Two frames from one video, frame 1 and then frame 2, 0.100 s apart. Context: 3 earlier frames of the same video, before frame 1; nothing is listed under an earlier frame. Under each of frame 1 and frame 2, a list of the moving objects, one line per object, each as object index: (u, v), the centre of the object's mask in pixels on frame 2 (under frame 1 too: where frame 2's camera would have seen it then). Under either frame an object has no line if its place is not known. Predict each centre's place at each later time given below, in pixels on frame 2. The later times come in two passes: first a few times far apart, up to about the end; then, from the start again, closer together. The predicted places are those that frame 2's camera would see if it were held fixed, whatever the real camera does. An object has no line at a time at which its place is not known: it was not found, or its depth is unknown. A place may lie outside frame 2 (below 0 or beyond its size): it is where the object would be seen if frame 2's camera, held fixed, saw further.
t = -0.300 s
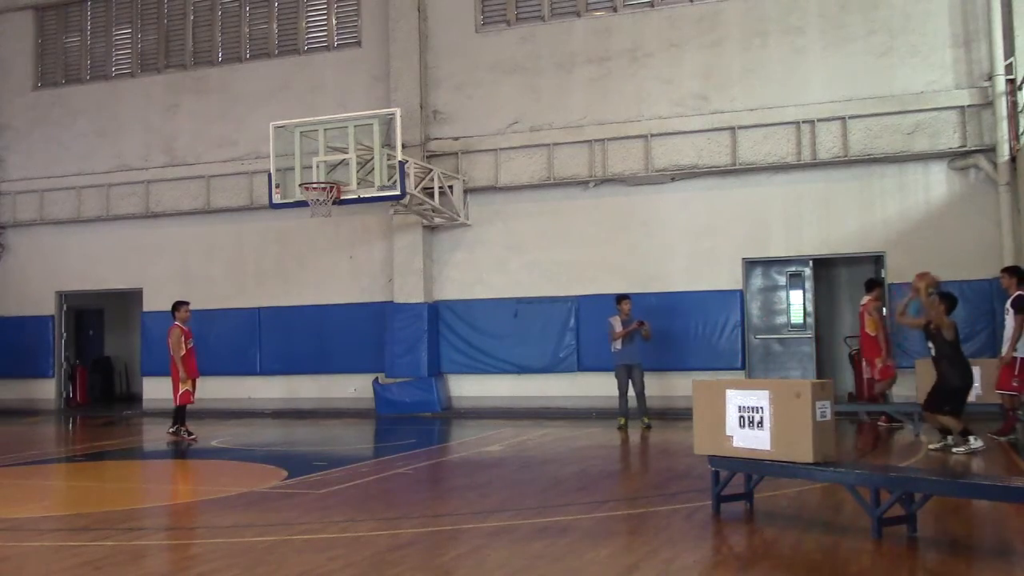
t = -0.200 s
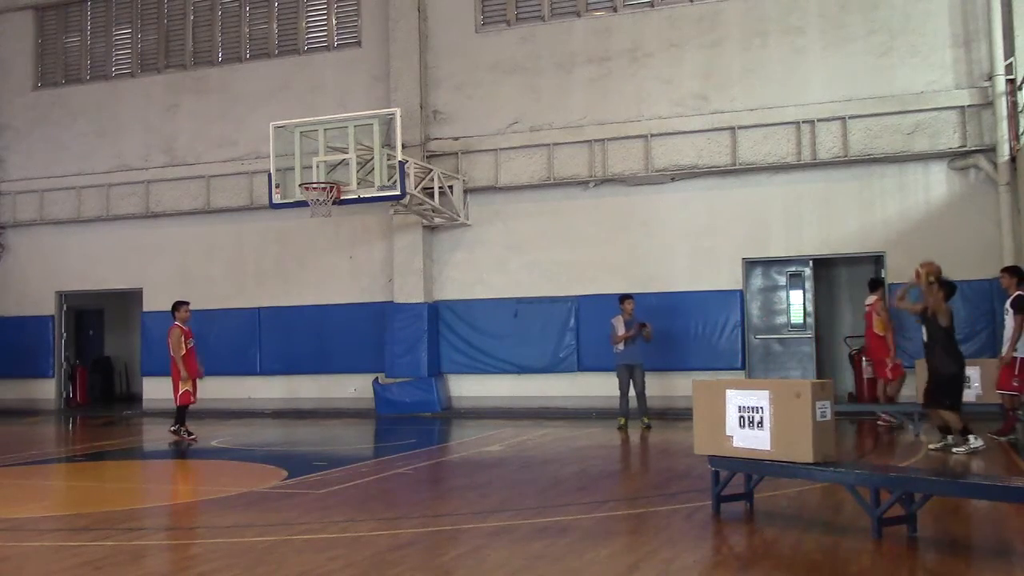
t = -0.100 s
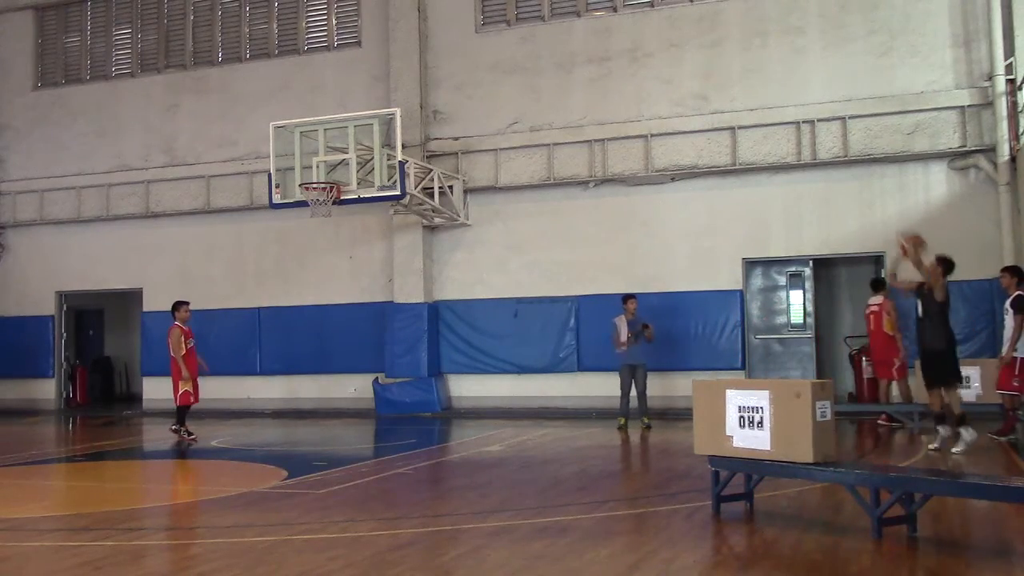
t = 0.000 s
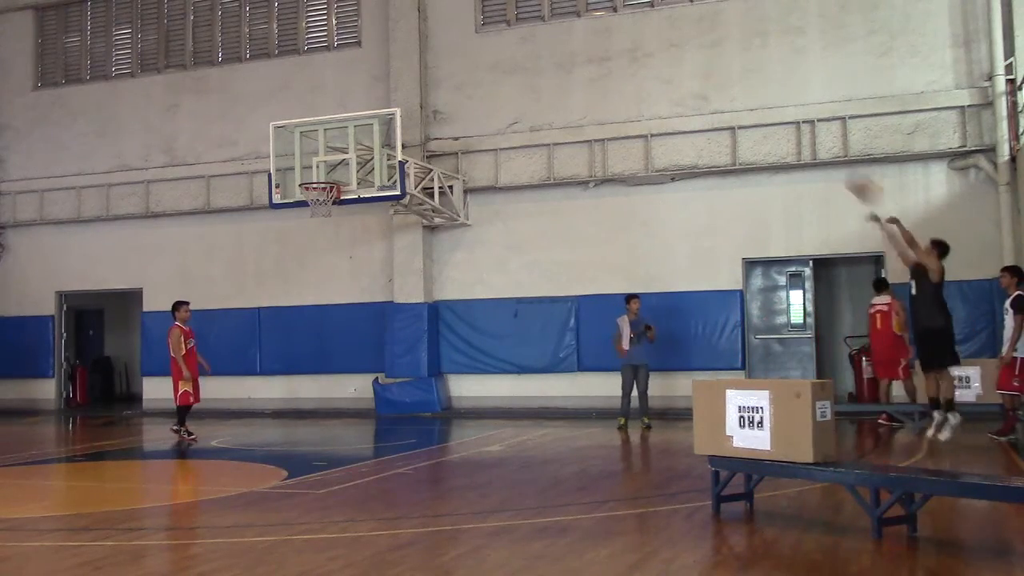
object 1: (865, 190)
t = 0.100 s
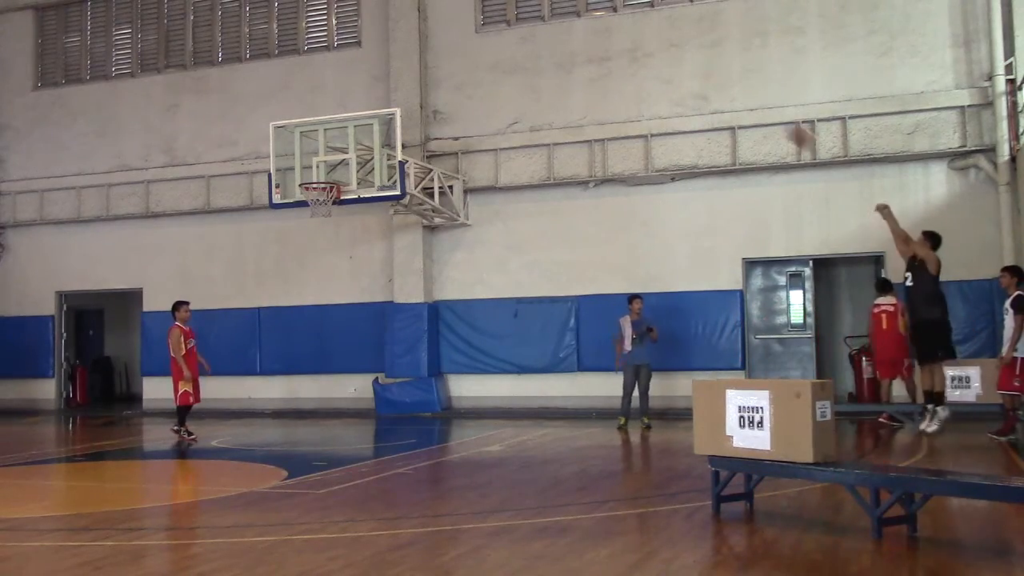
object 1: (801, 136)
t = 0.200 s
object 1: (743, 95)
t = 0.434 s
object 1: (623, 44)
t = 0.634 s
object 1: (529, 41)
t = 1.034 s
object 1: (366, 130)
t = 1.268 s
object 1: (310, 196)
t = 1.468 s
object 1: (322, 205)
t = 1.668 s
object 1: (324, 223)
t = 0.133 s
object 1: (781, 121)
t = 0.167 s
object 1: (762, 107)
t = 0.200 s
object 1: (743, 95)
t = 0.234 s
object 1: (726, 84)
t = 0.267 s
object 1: (709, 74)
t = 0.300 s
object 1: (692, 67)
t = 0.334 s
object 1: (674, 59)
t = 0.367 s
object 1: (655, 53)
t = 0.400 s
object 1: (639, 48)
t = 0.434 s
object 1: (623, 44)
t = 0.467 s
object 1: (607, 40)
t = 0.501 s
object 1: (592, 38)
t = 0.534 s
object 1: (575, 36)
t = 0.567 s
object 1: (561, 37)
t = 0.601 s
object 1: (545, 38)
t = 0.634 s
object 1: (529, 41)
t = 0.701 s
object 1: (498, 48)
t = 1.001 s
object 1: (379, 118)
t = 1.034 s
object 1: (366, 130)
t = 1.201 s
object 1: (314, 195)
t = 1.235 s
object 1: (314, 196)
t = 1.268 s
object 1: (310, 196)
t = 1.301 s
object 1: (311, 196)
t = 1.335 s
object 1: (312, 200)
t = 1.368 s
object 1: (315, 199)
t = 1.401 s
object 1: (317, 201)
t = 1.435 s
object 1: (320, 202)
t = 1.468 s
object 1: (322, 205)
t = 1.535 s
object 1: (324, 216)
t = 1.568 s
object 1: (325, 217)
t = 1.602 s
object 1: (325, 218)
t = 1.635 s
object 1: (325, 220)
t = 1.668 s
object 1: (324, 223)
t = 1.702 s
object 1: (323, 226)
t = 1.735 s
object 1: (324, 231)
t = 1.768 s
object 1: (324, 237)
